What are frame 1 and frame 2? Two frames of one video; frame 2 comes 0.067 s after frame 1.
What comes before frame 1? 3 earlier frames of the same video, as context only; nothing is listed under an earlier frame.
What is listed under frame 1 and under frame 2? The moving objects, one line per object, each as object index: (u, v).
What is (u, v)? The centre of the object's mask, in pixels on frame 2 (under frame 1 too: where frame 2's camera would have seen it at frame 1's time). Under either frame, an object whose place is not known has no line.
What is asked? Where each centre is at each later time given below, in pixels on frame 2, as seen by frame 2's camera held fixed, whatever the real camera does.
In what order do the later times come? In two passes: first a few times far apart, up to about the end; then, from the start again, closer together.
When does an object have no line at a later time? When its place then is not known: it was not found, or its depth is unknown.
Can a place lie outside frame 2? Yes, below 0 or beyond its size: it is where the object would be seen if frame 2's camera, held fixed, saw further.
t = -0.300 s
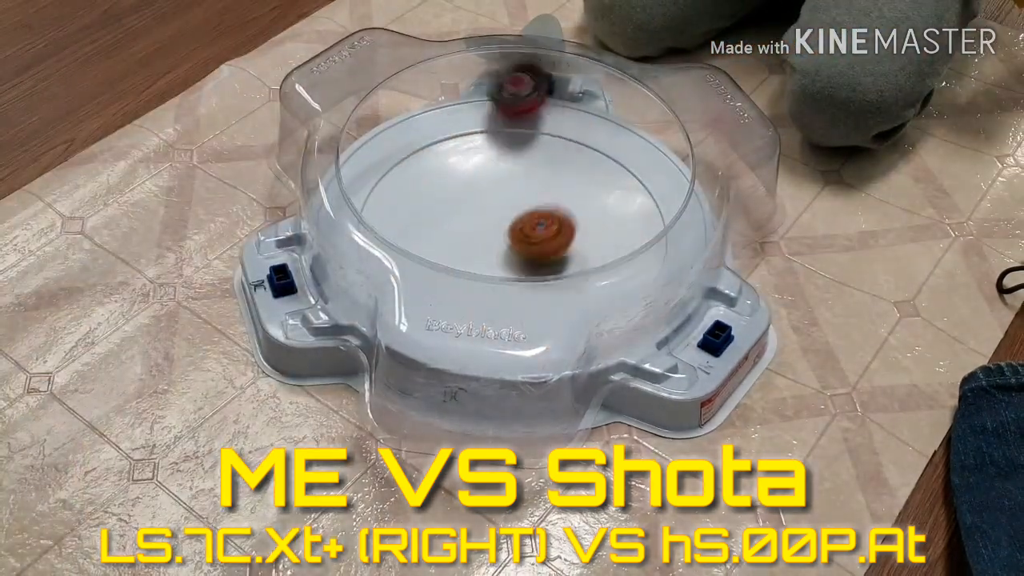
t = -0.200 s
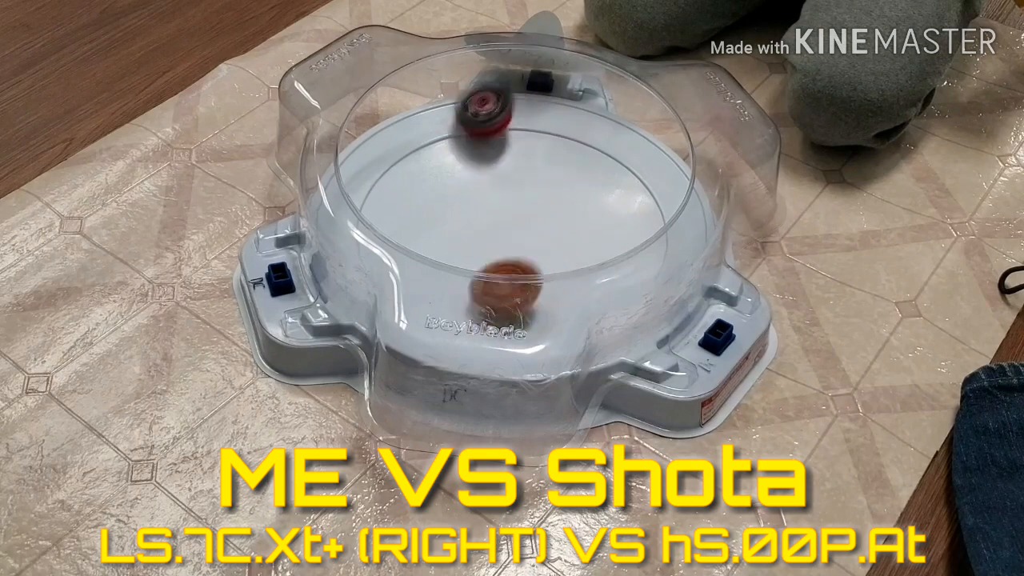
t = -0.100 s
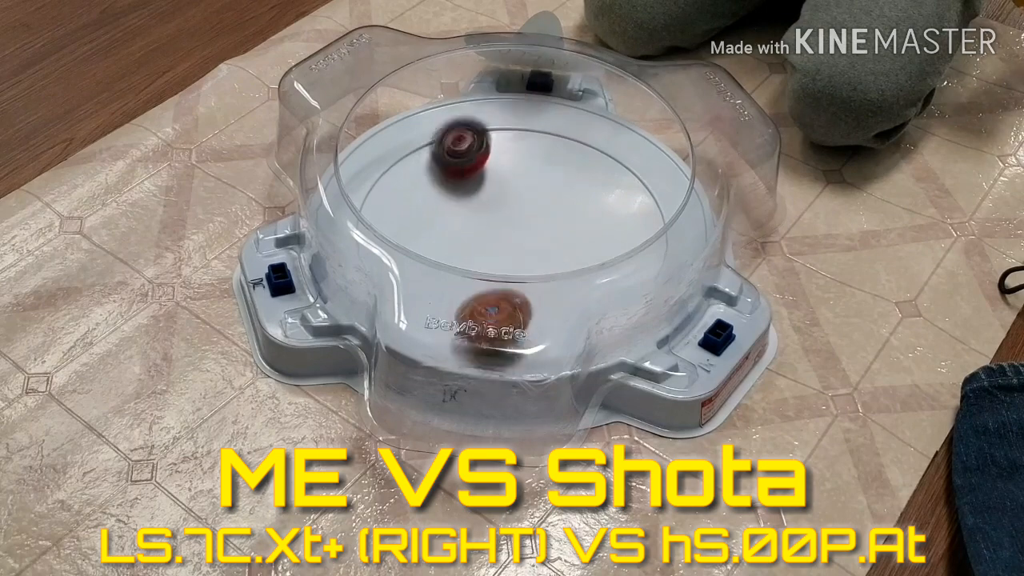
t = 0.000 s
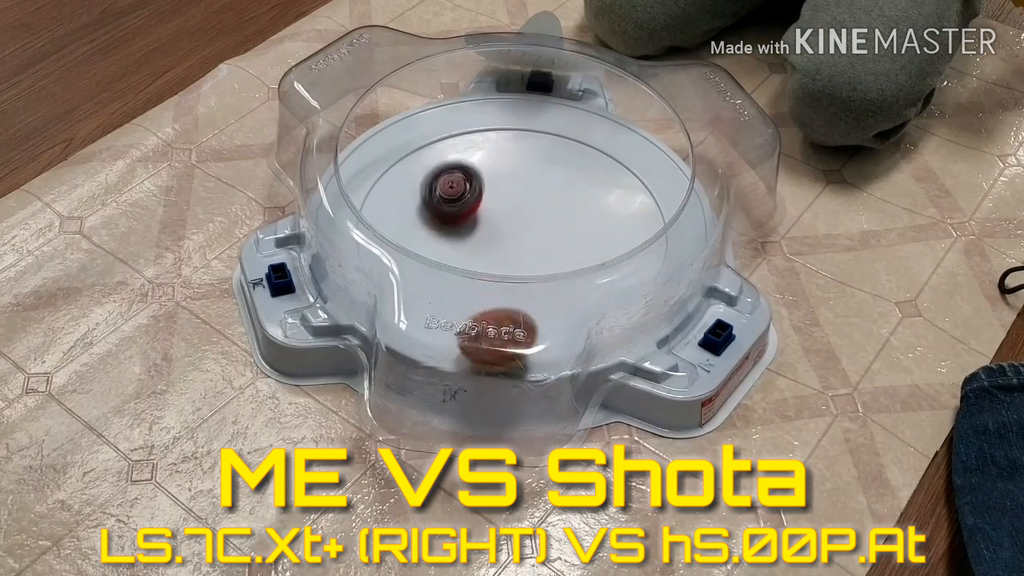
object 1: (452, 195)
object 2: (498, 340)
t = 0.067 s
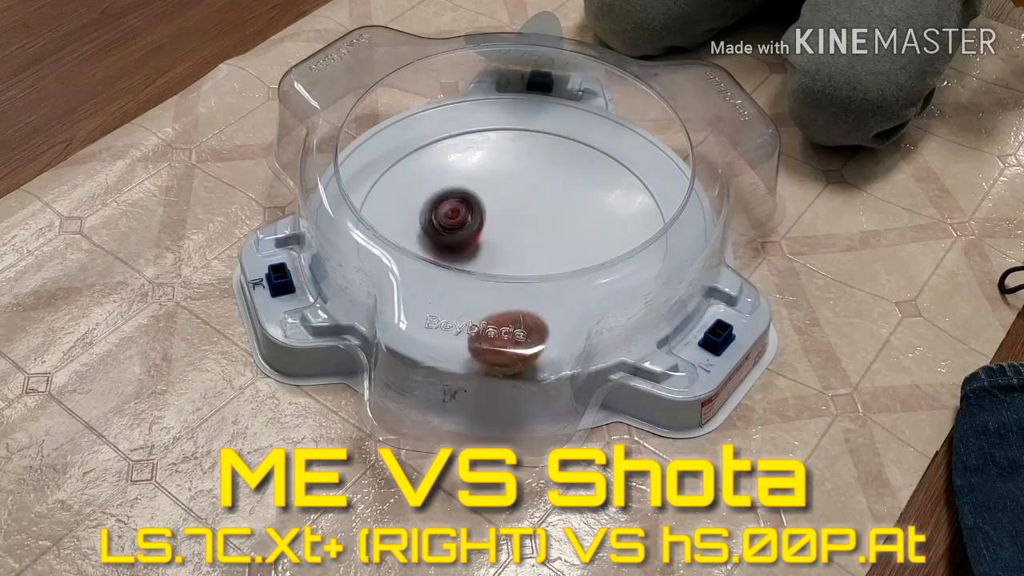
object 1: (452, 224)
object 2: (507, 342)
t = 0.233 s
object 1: (461, 266)
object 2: (539, 313)
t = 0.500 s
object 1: (431, 257)
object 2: (550, 229)
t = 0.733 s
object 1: (350, 184)
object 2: (496, 167)
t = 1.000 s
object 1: (353, 171)
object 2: (420, 227)
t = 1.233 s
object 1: (444, 211)
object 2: (565, 272)
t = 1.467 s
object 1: (534, 262)
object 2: (608, 161)
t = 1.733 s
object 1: (527, 308)
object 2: (429, 150)
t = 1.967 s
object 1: (494, 303)
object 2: (402, 276)
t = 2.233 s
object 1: (628, 270)
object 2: (397, 297)
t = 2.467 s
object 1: (616, 234)
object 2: (514, 278)
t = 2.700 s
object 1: (631, 168)
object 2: (455, 190)
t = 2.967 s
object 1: (569, 188)
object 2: (358, 199)
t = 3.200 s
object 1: (511, 217)
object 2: (468, 277)
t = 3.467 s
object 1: (536, 149)
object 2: (599, 281)
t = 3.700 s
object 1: (518, 139)
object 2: (558, 196)
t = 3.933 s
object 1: (454, 140)
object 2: (491, 245)
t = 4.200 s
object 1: (451, 234)
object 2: (555, 276)
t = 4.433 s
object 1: (457, 278)
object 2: (531, 206)
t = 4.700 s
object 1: (485, 247)
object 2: (392, 187)
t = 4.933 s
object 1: (482, 246)
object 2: (411, 250)
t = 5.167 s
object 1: (571, 225)
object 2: (474, 251)
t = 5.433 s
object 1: (599, 203)
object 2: (472, 201)
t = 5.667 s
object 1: (573, 194)
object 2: (456, 210)
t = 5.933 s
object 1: (558, 182)
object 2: (484, 250)
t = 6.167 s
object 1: (530, 198)
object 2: (538, 252)
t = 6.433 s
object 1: (487, 176)
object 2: (550, 255)
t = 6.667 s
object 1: (469, 201)
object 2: (517, 247)
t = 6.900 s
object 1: (441, 195)
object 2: (531, 257)
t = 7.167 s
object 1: (459, 223)
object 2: (539, 232)
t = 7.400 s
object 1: (452, 234)
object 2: (551, 199)
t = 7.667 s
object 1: (472, 242)
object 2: (546, 231)
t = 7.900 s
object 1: (480, 230)
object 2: (550, 225)
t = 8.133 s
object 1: (447, 228)
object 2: (532, 228)
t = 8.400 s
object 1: (460, 241)
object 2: (555, 216)
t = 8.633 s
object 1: (469, 237)
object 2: (533, 206)
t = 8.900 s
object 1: (475, 242)
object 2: (537, 216)
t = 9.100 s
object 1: (475, 242)
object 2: (558, 215)
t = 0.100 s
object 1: (454, 234)
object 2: (514, 337)
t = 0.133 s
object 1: (455, 247)
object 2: (521, 330)
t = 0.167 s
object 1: (457, 254)
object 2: (527, 325)
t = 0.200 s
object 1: (459, 261)
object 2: (532, 317)
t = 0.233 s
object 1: (461, 266)
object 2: (539, 313)
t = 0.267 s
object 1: (463, 270)
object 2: (543, 308)
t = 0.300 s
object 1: (465, 272)
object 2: (549, 302)
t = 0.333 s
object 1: (467, 272)
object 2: (552, 290)
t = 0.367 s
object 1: (468, 271)
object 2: (549, 274)
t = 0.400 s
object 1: (468, 270)
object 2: (546, 259)
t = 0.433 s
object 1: (468, 265)
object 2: (540, 253)
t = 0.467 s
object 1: (453, 263)
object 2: (544, 244)
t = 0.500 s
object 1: (431, 257)
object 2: (550, 229)
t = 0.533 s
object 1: (410, 249)
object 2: (553, 216)
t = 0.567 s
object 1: (390, 240)
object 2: (552, 204)
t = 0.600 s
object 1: (374, 230)
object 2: (547, 193)
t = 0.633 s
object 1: (361, 217)
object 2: (538, 183)
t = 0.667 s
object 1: (354, 206)
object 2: (527, 176)
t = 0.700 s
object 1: (349, 195)
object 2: (512, 171)
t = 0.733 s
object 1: (350, 184)
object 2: (496, 167)
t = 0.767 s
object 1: (348, 178)
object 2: (477, 166)
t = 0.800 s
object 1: (348, 172)
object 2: (458, 168)
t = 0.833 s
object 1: (350, 171)
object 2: (439, 172)
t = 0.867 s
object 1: (352, 168)
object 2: (420, 179)
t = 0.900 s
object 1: (345, 168)
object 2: (412, 188)
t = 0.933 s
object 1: (344, 167)
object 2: (413, 200)
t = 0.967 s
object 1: (346, 170)
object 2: (414, 214)
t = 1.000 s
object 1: (353, 171)
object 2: (420, 227)
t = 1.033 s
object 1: (362, 174)
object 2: (432, 238)
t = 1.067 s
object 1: (370, 179)
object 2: (446, 258)
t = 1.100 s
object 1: (381, 186)
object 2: (465, 269)
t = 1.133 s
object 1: (394, 192)
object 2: (490, 277)
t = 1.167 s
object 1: (410, 198)
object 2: (515, 280)
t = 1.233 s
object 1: (444, 211)
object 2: (565, 272)
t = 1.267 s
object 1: (460, 218)
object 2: (582, 252)
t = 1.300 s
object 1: (477, 224)
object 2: (599, 243)
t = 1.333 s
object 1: (492, 230)
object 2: (613, 231)
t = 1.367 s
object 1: (505, 240)
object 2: (622, 217)
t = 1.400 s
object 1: (517, 247)
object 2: (623, 197)
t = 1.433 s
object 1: (527, 251)
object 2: (619, 179)
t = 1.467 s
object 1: (534, 262)
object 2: (608, 161)
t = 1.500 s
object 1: (539, 269)
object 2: (594, 145)
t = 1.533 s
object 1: (541, 277)
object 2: (576, 133)
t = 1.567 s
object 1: (543, 284)
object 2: (554, 123)
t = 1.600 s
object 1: (544, 290)
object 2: (529, 121)
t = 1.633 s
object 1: (542, 304)
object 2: (502, 122)
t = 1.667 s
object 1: (536, 300)
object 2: (476, 127)
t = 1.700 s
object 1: (533, 306)
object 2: (451, 136)
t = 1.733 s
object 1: (527, 308)
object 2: (429, 150)
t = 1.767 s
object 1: (520, 308)
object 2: (412, 166)
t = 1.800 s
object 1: (513, 307)
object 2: (399, 184)
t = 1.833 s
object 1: (505, 312)
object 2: (392, 204)
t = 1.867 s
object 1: (498, 304)
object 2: (391, 220)
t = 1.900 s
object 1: (491, 303)
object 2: (393, 245)
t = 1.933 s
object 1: (484, 301)
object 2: (403, 265)
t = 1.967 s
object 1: (494, 303)
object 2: (402, 276)
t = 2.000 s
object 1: (520, 299)
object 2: (389, 277)
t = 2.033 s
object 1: (544, 297)
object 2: (384, 275)
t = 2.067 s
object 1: (568, 300)
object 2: (382, 277)
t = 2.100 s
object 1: (584, 290)
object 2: (381, 279)
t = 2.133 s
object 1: (600, 284)
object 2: (384, 285)
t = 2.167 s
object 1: (612, 275)
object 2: (386, 288)
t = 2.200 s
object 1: (621, 274)
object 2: (390, 292)
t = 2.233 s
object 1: (628, 270)
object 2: (397, 297)
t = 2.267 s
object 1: (633, 265)
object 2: (406, 300)
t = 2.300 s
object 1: (634, 262)
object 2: (420, 302)
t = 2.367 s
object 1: (631, 250)
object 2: (456, 302)
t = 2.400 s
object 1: (630, 239)
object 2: (475, 300)
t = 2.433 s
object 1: (622, 235)
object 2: (496, 292)
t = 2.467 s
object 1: (616, 234)
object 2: (514, 278)
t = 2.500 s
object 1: (609, 234)
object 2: (527, 258)
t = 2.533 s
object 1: (602, 232)
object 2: (535, 248)
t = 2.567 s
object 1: (612, 214)
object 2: (523, 237)
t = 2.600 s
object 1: (620, 201)
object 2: (509, 225)
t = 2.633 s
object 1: (626, 188)
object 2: (492, 213)
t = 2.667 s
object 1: (629, 178)
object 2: (474, 201)
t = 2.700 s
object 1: (631, 168)
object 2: (455, 190)
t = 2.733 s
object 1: (630, 161)
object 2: (437, 182)
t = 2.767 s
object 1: (625, 158)
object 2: (417, 176)
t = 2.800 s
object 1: (619, 158)
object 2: (400, 174)
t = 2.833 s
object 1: (611, 159)
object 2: (382, 173)
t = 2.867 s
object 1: (603, 164)
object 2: (372, 177)
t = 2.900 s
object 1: (593, 171)
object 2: (368, 184)
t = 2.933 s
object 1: (581, 180)
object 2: (359, 193)
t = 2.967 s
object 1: (569, 188)
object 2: (358, 199)
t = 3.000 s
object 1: (558, 196)
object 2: (360, 208)
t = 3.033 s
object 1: (546, 204)
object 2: (367, 225)
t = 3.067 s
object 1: (534, 212)
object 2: (383, 238)
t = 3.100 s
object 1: (523, 219)
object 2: (405, 250)
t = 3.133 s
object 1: (514, 225)
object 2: (431, 259)
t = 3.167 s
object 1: (506, 228)
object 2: (458, 263)
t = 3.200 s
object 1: (511, 217)
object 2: (468, 277)
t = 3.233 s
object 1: (519, 204)
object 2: (478, 291)
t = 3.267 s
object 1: (525, 192)
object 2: (491, 299)
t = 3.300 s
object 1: (530, 181)
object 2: (507, 306)
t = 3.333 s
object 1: (533, 173)
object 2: (526, 309)
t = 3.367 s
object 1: (535, 165)
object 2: (548, 311)
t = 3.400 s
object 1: (536, 158)
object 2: (568, 304)
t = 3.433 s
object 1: (536, 153)
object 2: (585, 292)
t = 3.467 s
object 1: (536, 149)
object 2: (599, 281)
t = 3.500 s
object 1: (536, 145)
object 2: (606, 266)
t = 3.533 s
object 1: (536, 143)
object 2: (603, 243)
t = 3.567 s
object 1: (535, 142)
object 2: (603, 234)
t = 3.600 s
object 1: (533, 142)
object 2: (595, 221)
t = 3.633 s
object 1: (532, 143)
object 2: (582, 208)
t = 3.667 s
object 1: (529, 147)
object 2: (566, 196)
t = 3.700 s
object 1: (518, 139)
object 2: (558, 196)
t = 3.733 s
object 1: (503, 127)
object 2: (552, 201)
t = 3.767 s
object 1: (489, 119)
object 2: (543, 207)
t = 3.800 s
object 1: (478, 116)
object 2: (531, 212)
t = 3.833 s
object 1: (469, 117)
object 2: (518, 219)
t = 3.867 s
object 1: (462, 121)
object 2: (506, 227)
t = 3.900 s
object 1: (457, 131)
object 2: (497, 236)
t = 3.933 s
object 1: (454, 140)
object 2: (491, 245)
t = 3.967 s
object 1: (451, 150)
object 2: (489, 251)
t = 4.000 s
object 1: (450, 163)
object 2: (490, 256)
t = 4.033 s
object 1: (449, 174)
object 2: (494, 272)
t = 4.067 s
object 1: (449, 186)
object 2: (502, 277)
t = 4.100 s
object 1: (449, 199)
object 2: (514, 282)
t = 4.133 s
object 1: (450, 211)
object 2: (527, 283)
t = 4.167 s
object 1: (450, 224)
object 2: (542, 282)
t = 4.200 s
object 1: (451, 234)
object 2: (555, 276)
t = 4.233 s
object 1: (453, 241)
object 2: (565, 267)
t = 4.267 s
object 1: (452, 258)
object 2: (568, 252)
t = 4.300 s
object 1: (453, 266)
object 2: (570, 245)
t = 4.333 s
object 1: (452, 274)
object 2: (566, 235)
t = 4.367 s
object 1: (454, 277)
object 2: (558, 224)
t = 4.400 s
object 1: (456, 278)
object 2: (546, 214)
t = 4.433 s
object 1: (457, 278)
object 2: (531, 206)
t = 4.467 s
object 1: (459, 277)
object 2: (515, 200)
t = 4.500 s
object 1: (463, 271)
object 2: (497, 197)
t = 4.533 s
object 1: (464, 266)
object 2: (479, 195)
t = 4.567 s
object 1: (466, 257)
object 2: (461, 195)
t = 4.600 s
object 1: (468, 251)
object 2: (443, 197)
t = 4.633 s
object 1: (475, 252)
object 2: (424, 192)
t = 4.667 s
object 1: (480, 253)
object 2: (407, 187)
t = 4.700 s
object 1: (485, 247)
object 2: (392, 187)
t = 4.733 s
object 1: (488, 246)
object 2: (380, 190)
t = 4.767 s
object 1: (488, 247)
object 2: (374, 193)
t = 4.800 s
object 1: (487, 246)
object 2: (368, 201)
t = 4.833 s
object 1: (485, 246)
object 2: (370, 212)
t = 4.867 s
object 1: (484, 246)
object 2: (380, 221)
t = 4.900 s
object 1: (482, 246)
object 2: (392, 240)
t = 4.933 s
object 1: (482, 246)
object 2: (411, 250)
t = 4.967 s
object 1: (491, 246)
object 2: (423, 257)
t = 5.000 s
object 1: (501, 245)
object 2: (437, 260)
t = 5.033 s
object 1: (513, 244)
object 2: (452, 263)
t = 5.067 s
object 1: (528, 243)
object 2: (460, 263)
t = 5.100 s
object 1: (547, 233)
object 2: (463, 261)
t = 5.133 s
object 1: (561, 227)
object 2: (468, 259)
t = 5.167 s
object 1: (571, 225)
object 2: (474, 251)
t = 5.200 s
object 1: (580, 221)
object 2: (478, 249)
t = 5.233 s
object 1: (586, 220)
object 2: (482, 245)
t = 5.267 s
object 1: (591, 216)
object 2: (485, 238)
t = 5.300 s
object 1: (595, 214)
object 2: (486, 230)
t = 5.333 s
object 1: (598, 210)
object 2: (485, 221)
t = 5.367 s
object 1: (599, 207)
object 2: (482, 213)
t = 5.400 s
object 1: (599, 205)
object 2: (478, 206)
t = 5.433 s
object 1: (599, 203)
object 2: (472, 201)
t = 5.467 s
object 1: (598, 201)
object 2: (465, 198)
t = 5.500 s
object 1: (595, 198)
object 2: (459, 197)
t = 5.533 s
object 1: (592, 196)
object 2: (455, 198)
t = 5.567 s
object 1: (588, 195)
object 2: (452, 199)
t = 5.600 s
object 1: (584, 193)
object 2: (452, 203)
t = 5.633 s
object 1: (579, 194)
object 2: (453, 206)
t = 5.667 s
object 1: (573, 194)
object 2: (456, 210)
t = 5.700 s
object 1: (567, 193)
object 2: (461, 215)
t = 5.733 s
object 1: (560, 194)
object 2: (467, 218)
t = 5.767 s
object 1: (553, 195)
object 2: (476, 222)
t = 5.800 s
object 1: (546, 197)
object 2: (486, 225)
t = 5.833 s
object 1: (546, 194)
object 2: (488, 230)
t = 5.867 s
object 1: (553, 186)
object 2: (483, 239)
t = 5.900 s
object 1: (557, 182)
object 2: (482, 245)
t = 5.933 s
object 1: (558, 182)
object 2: (484, 250)
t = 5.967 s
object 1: (556, 182)
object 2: (489, 255)
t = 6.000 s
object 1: (554, 185)
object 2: (497, 258)
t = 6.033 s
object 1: (550, 188)
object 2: (506, 260)
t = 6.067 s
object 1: (545, 190)
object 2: (517, 260)
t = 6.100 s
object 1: (540, 193)
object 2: (526, 258)
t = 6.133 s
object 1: (535, 195)
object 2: (532, 255)
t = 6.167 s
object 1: (530, 198)
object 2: (538, 252)
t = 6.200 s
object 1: (524, 198)
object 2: (540, 249)
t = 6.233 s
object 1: (516, 190)
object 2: (544, 252)
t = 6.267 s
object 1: (508, 182)
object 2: (546, 253)
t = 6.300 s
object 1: (502, 176)
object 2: (549, 255)
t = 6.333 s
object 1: (498, 174)
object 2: (550, 255)
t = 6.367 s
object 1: (495, 174)
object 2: (550, 255)
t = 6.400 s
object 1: (491, 176)
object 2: (551, 255)
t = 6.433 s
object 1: (487, 176)
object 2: (550, 255)
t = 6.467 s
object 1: (484, 178)
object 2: (548, 255)
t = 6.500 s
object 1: (480, 182)
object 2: (546, 254)
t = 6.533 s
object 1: (476, 184)
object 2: (543, 254)
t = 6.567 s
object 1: (474, 187)
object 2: (538, 252)
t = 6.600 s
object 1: (471, 192)
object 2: (533, 251)
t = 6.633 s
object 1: (470, 195)
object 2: (527, 249)
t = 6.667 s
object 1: (469, 201)
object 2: (517, 247)
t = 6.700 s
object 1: (466, 203)
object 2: (509, 245)
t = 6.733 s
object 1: (456, 198)
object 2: (512, 250)
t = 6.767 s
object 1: (447, 193)
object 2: (514, 253)
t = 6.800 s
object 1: (442, 191)
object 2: (517, 255)
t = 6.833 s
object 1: (440, 190)
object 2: (523, 256)
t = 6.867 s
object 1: (441, 191)
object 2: (527, 258)
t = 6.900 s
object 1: (441, 195)
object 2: (531, 257)
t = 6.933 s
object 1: (443, 199)
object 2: (535, 257)
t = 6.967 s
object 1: (445, 203)
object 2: (537, 256)
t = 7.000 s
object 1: (446, 207)
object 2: (538, 254)
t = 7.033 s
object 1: (452, 216)
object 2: (538, 251)
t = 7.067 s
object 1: (456, 218)
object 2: (536, 248)
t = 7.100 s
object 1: (462, 223)
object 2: (530, 240)
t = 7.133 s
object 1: (459, 223)
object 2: (533, 236)
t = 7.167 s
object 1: (459, 223)
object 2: (539, 232)
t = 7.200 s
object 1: (455, 221)
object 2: (554, 227)
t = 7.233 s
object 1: (459, 221)
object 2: (559, 218)
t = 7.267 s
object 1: (464, 223)
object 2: (556, 212)
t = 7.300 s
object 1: (471, 225)
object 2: (548, 208)
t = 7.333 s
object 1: (470, 228)
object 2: (544, 206)
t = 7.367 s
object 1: (456, 233)
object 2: (550, 201)
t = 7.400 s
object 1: (452, 234)
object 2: (551, 199)
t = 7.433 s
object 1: (450, 234)
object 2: (550, 198)
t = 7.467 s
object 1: (453, 236)
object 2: (546, 199)
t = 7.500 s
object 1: (457, 238)
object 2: (537, 204)
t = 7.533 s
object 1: (462, 240)
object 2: (528, 212)
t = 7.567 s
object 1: (460, 241)
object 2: (529, 220)
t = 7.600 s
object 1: (461, 241)
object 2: (537, 225)
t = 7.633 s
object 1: (466, 242)
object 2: (542, 228)
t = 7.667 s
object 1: (472, 242)
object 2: (546, 231)
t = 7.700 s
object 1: (477, 242)
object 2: (549, 233)
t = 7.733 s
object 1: (480, 241)
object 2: (553, 233)
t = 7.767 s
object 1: (482, 241)
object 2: (554, 233)
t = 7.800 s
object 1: (482, 239)
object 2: (558, 232)
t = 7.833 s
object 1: (481, 237)
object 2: (558, 229)
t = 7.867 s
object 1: (481, 230)
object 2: (556, 226)
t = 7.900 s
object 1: (480, 230)
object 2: (550, 225)
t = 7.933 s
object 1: (474, 227)
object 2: (548, 224)
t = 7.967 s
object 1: (470, 225)
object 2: (542, 224)
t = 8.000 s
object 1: (463, 224)
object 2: (540, 224)
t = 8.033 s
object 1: (460, 224)
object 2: (536, 225)
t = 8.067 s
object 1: (457, 225)
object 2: (530, 226)
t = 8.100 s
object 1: (456, 226)
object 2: (528, 227)
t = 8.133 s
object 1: (447, 228)
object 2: (532, 228)
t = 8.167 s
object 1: (446, 229)
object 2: (535, 228)
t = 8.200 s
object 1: (447, 232)
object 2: (535, 228)
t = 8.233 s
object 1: (452, 235)
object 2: (534, 228)
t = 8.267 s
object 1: (459, 237)
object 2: (531, 229)
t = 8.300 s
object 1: (456, 239)
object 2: (536, 229)
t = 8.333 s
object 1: (453, 239)
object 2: (547, 225)
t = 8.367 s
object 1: (456, 240)
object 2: (553, 220)
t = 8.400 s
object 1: (460, 241)
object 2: (555, 216)
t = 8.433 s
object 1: (463, 241)
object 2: (553, 214)
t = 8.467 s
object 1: (468, 241)
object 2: (546, 212)
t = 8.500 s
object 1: (474, 240)
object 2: (536, 212)
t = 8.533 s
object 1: (472, 239)
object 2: (535, 210)
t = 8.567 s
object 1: (471, 238)
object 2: (533, 209)
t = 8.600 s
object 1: (470, 238)
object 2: (534, 207)
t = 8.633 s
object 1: (469, 237)
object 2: (533, 206)
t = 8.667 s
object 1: (470, 238)
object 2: (529, 206)
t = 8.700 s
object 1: (468, 237)
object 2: (530, 206)
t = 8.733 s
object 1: (469, 239)
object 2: (531, 208)
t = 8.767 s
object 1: (470, 239)
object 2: (529, 210)
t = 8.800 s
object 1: (470, 239)
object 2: (530, 212)
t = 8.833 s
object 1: (471, 241)
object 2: (533, 212)
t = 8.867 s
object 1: (473, 242)
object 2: (535, 214)
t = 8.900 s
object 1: (475, 242)
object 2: (537, 216)
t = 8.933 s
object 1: (474, 243)
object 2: (543, 216)
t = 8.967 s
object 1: (475, 243)
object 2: (545, 217)
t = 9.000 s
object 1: (479, 244)
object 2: (547, 218)
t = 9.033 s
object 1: (483, 243)
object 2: (546, 219)
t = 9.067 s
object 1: (475, 242)
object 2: (554, 217)
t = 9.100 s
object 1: (475, 242)
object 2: (558, 215)
